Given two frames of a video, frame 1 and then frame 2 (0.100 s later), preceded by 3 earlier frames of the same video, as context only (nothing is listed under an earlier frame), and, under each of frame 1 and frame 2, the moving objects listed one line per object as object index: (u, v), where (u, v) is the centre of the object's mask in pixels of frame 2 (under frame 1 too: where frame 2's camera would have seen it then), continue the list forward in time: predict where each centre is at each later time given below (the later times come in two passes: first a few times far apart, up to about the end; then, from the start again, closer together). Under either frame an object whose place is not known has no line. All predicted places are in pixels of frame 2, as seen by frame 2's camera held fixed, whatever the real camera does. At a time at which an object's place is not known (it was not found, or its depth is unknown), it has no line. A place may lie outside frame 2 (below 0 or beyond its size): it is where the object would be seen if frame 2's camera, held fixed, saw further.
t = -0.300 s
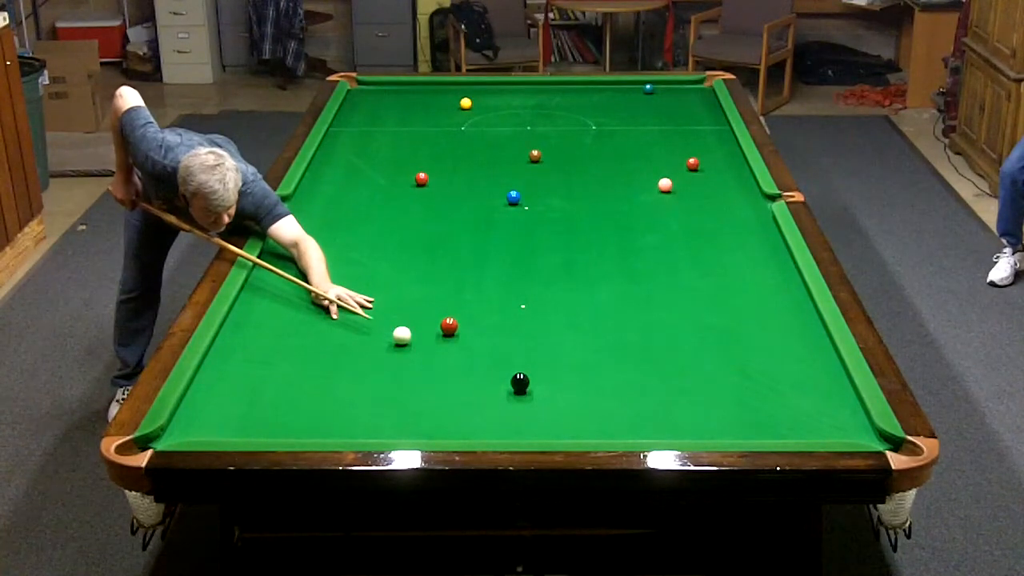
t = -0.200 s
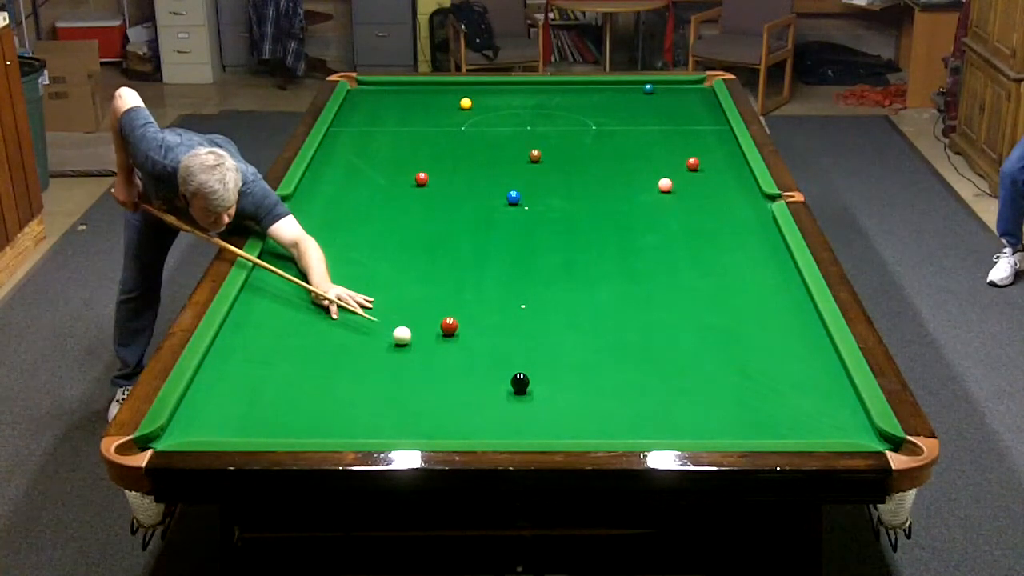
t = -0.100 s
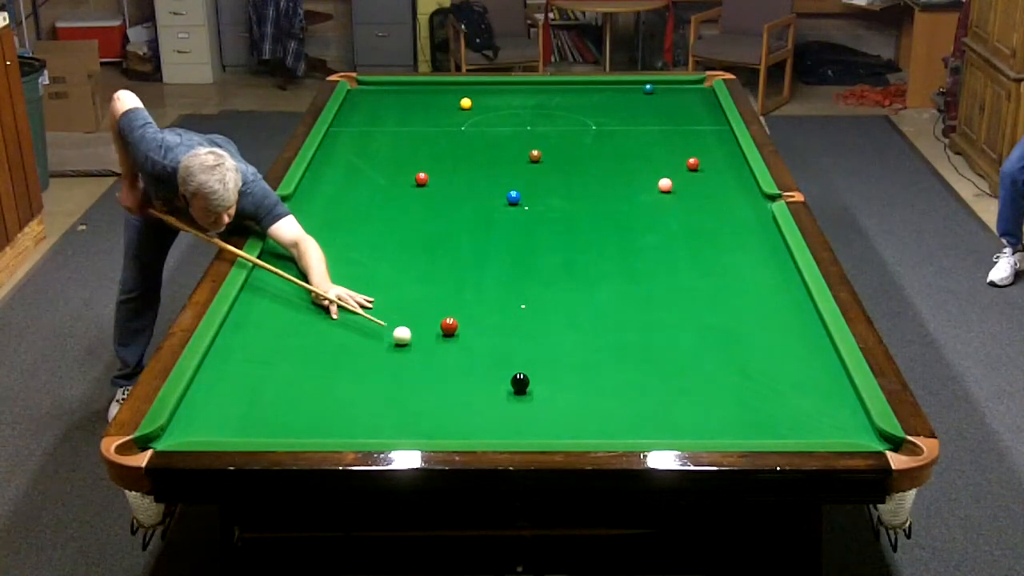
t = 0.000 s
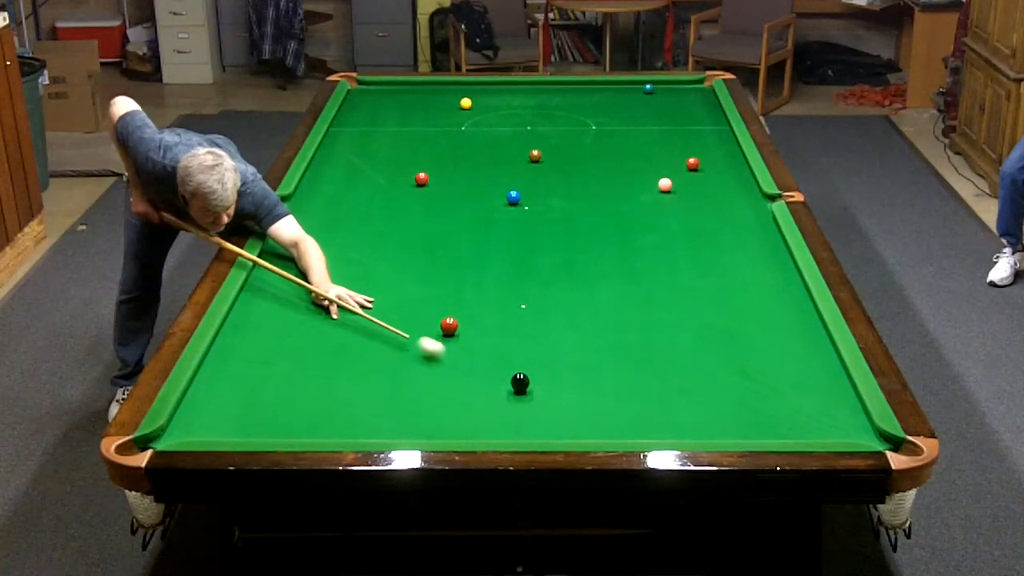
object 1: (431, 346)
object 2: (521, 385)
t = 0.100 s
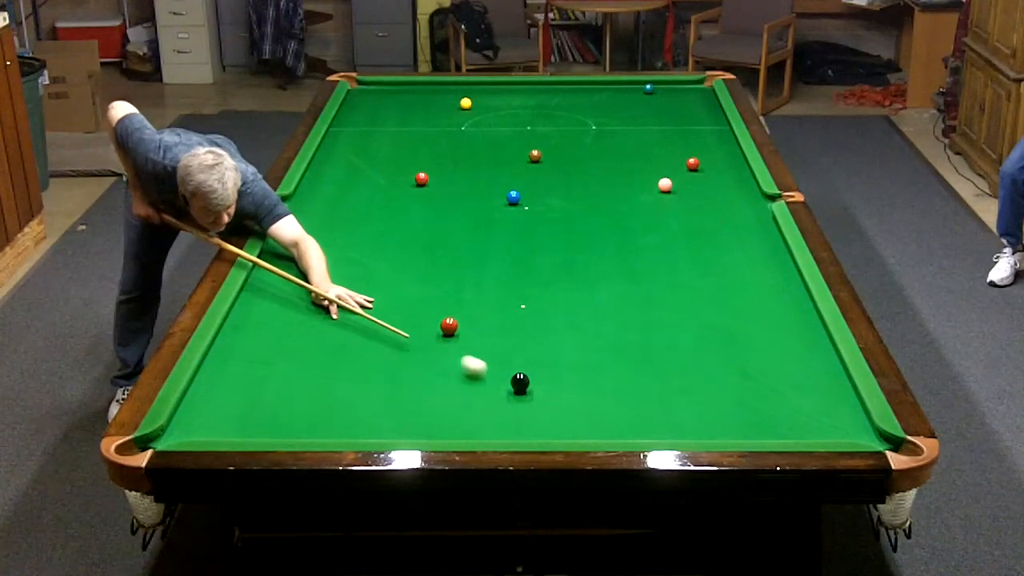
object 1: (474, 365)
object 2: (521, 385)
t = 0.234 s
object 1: (498, 386)
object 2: (549, 388)
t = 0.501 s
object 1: (509, 422)
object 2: (644, 404)
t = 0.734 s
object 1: (519, 427)
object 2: (725, 418)
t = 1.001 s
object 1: (529, 404)
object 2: (818, 430)
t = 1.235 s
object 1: (538, 386)
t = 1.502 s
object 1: (546, 369)
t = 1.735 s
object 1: (553, 355)
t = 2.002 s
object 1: (560, 341)
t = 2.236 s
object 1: (565, 330)
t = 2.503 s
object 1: (570, 319)
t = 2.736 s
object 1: (574, 311)
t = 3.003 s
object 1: (578, 302)
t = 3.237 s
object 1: (580, 296)
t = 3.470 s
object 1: (583, 290)
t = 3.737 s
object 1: (586, 285)
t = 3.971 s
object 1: (587, 281)
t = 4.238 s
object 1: (588, 277)
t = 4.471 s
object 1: (590, 275)
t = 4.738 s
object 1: (590, 273)
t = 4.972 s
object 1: (590, 272)
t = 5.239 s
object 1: (590, 272)
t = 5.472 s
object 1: (590, 272)
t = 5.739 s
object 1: (590, 272)
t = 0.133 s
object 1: (487, 371)
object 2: (520, 383)
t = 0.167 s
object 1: (499, 378)
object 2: (521, 383)
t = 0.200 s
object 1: (500, 382)
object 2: (535, 386)
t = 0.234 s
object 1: (498, 386)
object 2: (549, 388)
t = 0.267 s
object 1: (498, 390)
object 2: (563, 390)
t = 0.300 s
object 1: (499, 395)
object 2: (576, 394)
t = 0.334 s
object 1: (500, 399)
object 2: (588, 395)
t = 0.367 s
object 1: (502, 403)
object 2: (599, 396)
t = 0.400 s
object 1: (504, 408)
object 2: (610, 398)
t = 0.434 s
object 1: (505, 412)
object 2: (623, 401)
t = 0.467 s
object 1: (507, 416)
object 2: (634, 402)
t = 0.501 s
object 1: (509, 422)
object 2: (644, 404)
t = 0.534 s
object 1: (510, 426)
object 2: (656, 406)
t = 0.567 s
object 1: (512, 429)
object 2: (667, 408)
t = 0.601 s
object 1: (514, 432)
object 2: (679, 410)
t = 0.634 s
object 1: (515, 433)
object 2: (690, 412)
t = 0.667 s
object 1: (516, 431)
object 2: (702, 414)
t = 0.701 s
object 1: (518, 429)
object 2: (713, 416)
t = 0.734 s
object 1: (519, 427)
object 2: (725, 418)
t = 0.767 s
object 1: (521, 424)
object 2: (736, 419)
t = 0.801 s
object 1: (522, 421)
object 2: (748, 421)
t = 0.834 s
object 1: (523, 418)
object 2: (759, 423)
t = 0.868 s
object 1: (525, 415)
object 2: (771, 425)
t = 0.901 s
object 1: (526, 412)
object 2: (783, 427)
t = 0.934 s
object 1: (527, 410)
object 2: (795, 428)
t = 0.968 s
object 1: (528, 407)
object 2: (806, 430)
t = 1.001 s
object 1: (529, 404)
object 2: (818, 430)
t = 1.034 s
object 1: (531, 402)
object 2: (829, 432)
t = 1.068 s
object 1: (532, 399)
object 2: (842, 433)
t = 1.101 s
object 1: (533, 396)
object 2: (852, 434)
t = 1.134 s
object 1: (534, 394)
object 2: (865, 437)
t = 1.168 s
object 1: (535, 391)
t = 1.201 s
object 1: (537, 389)
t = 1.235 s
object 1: (538, 386)
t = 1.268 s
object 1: (539, 384)
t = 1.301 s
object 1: (540, 382)
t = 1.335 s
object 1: (541, 379)
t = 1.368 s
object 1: (542, 377)
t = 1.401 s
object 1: (543, 375)
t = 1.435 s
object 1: (544, 373)
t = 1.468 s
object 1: (545, 370)
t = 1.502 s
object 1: (546, 369)
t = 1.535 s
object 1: (547, 366)
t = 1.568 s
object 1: (548, 364)
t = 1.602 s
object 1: (549, 362)
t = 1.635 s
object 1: (550, 360)
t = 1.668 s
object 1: (551, 359)
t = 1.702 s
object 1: (552, 356)
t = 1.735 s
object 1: (553, 355)
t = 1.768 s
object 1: (554, 353)
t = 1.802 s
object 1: (555, 351)
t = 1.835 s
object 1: (555, 349)
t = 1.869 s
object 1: (556, 347)
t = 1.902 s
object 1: (557, 346)
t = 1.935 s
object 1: (558, 344)
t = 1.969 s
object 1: (559, 342)
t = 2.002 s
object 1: (560, 341)
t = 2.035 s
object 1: (561, 339)
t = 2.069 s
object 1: (561, 337)
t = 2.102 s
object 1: (562, 336)
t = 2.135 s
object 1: (563, 334)
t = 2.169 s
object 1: (564, 333)
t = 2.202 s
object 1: (564, 332)
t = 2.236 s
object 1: (565, 330)
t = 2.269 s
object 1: (566, 328)
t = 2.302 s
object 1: (566, 327)
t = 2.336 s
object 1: (567, 326)
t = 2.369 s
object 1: (568, 324)
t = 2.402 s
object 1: (568, 323)
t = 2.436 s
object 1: (569, 322)
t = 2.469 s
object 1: (570, 320)
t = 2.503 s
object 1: (570, 319)
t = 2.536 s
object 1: (571, 318)
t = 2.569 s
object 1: (571, 317)
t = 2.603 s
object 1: (572, 315)
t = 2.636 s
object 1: (572, 314)
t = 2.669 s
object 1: (573, 313)
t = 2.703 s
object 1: (574, 312)
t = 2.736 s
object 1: (574, 311)
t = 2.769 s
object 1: (574, 310)
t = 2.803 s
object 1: (575, 308)
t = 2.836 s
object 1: (575, 307)
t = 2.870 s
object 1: (576, 306)
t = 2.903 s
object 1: (576, 305)
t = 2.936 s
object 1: (577, 304)
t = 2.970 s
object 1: (577, 303)
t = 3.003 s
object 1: (578, 302)
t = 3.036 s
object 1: (578, 301)
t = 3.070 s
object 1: (579, 300)
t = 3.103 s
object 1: (579, 299)
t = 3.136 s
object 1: (579, 298)
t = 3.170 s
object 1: (580, 297)
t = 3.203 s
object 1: (580, 296)
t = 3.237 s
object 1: (580, 296)
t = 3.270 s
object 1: (581, 295)
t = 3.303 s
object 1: (582, 294)
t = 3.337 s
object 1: (582, 293)
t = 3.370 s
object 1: (582, 292)
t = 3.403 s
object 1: (583, 292)
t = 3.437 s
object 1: (583, 291)
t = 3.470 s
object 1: (583, 290)
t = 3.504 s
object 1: (584, 289)
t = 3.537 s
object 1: (584, 289)
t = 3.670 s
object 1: (585, 286)
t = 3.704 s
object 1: (585, 285)
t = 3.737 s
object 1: (586, 285)
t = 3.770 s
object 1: (586, 284)
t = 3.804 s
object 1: (586, 283)
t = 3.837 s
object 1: (586, 283)
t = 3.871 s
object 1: (586, 282)
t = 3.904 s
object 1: (586, 282)
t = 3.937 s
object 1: (587, 281)
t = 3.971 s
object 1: (587, 281)
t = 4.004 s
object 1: (587, 280)
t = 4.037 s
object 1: (587, 280)
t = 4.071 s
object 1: (588, 279)
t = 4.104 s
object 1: (588, 279)
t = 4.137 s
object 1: (588, 278)
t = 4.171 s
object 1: (588, 278)
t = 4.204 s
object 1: (588, 278)
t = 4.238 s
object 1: (588, 277)
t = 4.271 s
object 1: (589, 277)
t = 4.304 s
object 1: (589, 276)
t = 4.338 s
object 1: (589, 276)
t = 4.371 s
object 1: (589, 276)
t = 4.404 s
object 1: (589, 275)
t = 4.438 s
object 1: (589, 275)
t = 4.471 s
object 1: (590, 275)
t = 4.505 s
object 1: (590, 275)
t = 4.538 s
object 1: (590, 274)
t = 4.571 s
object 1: (590, 274)
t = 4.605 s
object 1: (590, 274)
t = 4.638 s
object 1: (590, 274)
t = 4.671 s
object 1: (590, 273)
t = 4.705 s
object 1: (590, 273)
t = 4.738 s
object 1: (590, 273)
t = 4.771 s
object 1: (590, 273)
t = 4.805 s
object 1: (590, 273)
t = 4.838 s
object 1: (590, 273)
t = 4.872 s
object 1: (590, 272)
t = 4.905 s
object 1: (590, 272)
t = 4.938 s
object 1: (590, 272)
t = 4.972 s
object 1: (590, 272)
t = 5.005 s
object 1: (590, 272)
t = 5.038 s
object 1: (590, 272)
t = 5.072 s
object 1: (590, 272)
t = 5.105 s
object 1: (590, 272)
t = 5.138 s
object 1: (590, 272)
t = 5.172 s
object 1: (590, 272)
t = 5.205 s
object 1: (590, 272)
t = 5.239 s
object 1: (590, 272)
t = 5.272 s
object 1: (590, 272)
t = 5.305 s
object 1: (590, 272)
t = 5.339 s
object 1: (590, 272)
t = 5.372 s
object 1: (590, 272)
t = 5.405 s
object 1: (590, 272)
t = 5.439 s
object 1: (590, 272)
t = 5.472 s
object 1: (590, 272)
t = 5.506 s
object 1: (590, 272)
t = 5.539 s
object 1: (590, 272)
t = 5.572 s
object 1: (590, 272)
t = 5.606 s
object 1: (590, 272)
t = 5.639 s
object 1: (590, 272)
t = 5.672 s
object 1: (590, 272)
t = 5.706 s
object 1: (590, 272)
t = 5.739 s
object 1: (590, 272)
